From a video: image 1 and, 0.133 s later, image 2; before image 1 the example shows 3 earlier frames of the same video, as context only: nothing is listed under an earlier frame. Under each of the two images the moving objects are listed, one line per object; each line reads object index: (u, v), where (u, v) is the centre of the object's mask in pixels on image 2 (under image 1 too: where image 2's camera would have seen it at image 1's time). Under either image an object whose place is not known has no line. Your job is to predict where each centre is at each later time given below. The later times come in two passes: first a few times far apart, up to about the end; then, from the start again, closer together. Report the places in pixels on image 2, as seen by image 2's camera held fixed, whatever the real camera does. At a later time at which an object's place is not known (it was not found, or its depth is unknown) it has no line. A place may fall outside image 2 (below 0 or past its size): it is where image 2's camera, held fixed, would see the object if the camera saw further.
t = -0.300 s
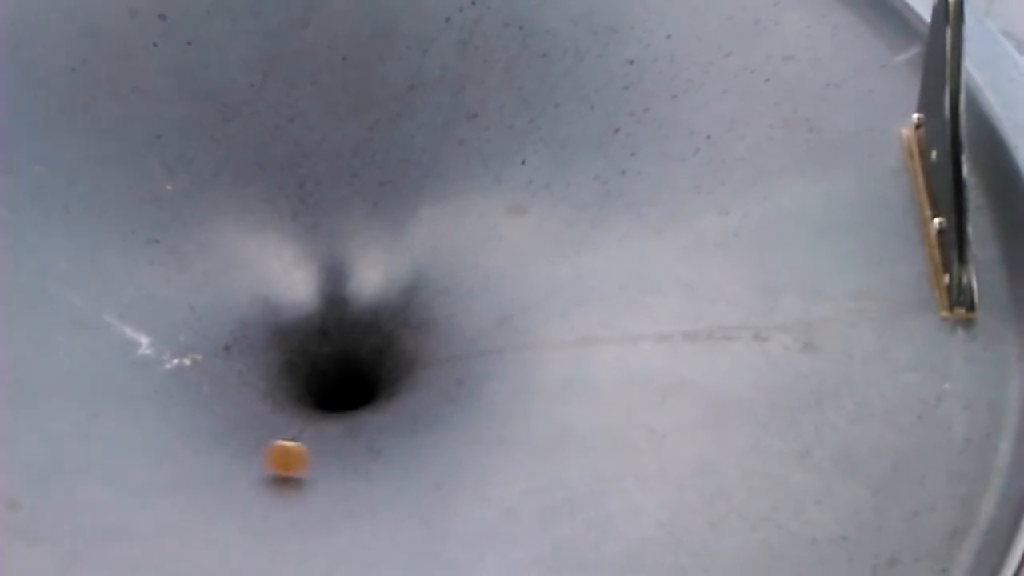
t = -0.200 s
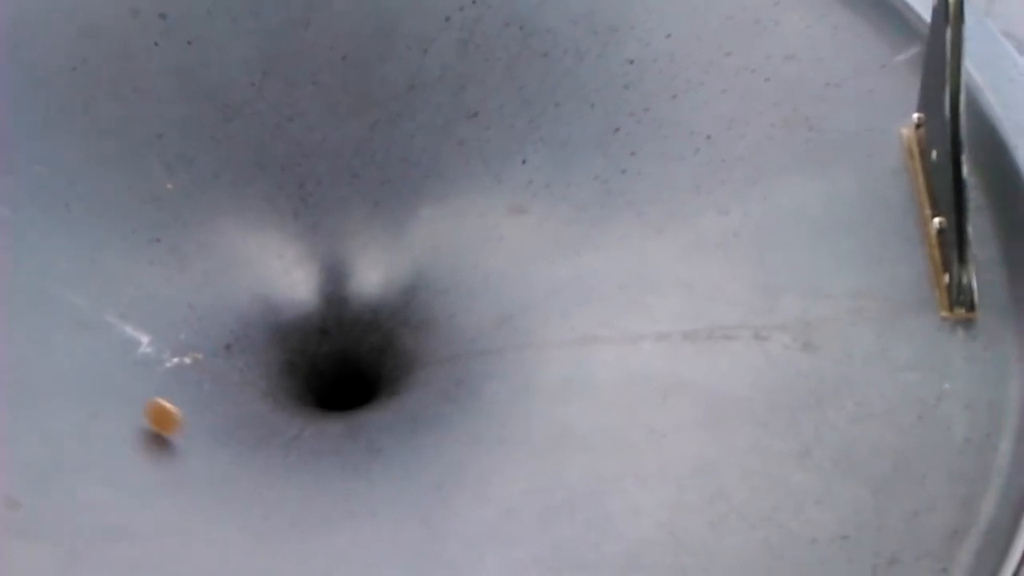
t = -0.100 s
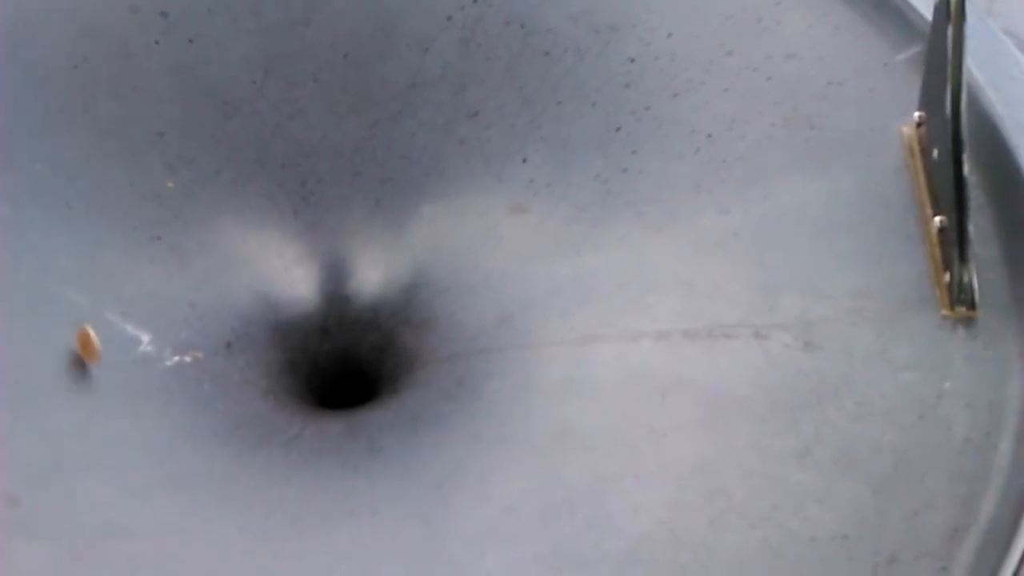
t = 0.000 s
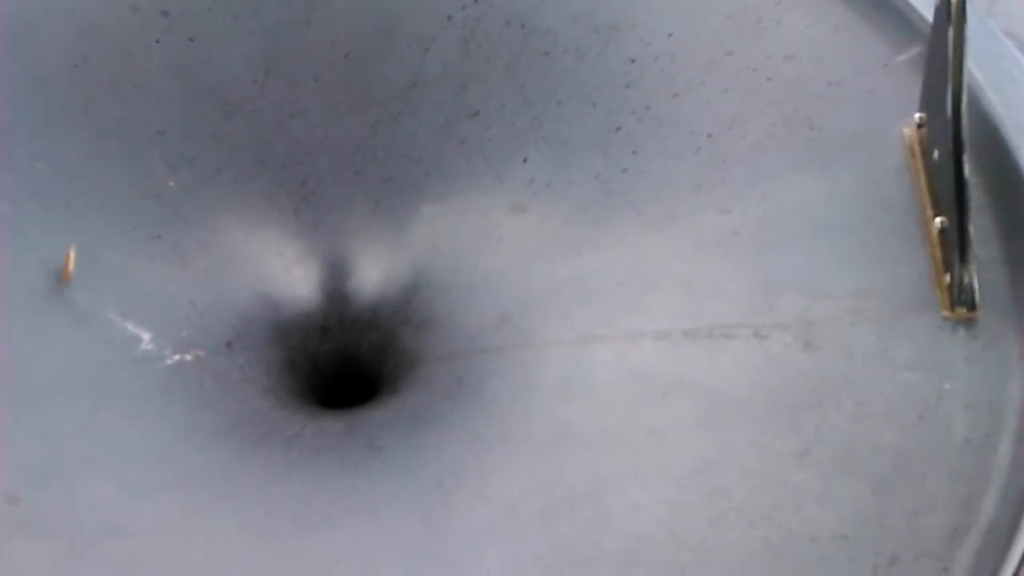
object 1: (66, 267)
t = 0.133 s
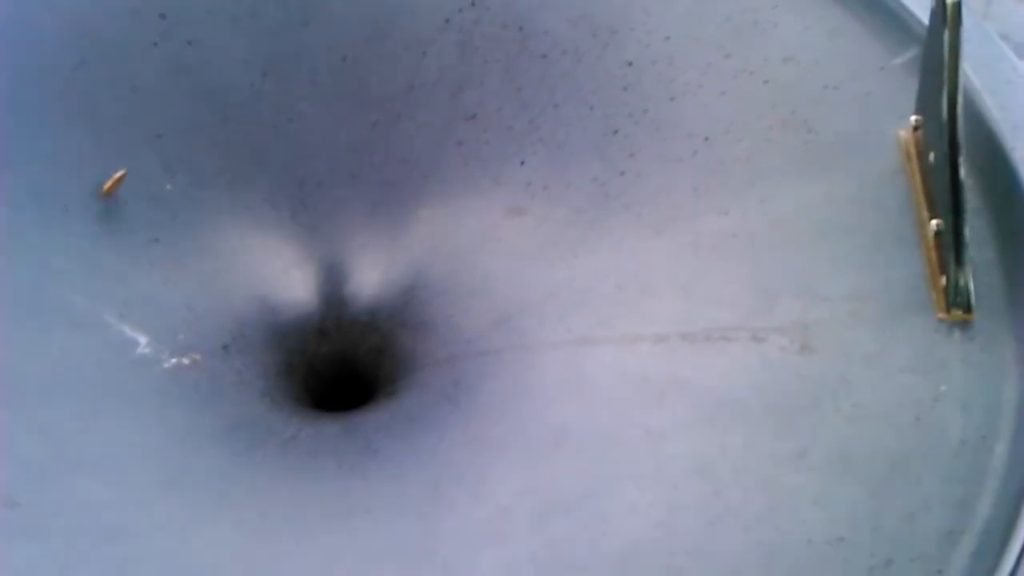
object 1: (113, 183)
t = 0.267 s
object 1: (218, 140)
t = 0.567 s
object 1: (502, 208)
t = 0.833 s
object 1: (542, 389)
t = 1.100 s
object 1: (291, 467)
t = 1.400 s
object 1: (164, 259)
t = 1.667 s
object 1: (338, 136)
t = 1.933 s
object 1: (501, 250)
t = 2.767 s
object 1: (326, 198)
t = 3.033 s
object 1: (504, 288)
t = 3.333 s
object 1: (298, 422)
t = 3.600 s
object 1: (219, 248)
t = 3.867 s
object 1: (422, 219)
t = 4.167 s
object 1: (375, 412)
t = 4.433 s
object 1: (195, 327)
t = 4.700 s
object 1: (385, 237)
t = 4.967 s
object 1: (430, 379)
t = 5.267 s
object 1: (229, 311)
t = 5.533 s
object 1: (405, 242)
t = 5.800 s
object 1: (342, 406)
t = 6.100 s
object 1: (262, 278)
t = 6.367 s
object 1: (437, 340)
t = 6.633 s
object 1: (256, 366)
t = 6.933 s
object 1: (417, 278)
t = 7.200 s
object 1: (272, 385)
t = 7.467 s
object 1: (358, 279)
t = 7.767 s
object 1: (286, 394)
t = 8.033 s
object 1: (390, 292)
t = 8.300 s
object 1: (291, 386)
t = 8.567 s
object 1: (394, 304)
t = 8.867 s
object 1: (270, 326)
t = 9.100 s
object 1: (382, 376)
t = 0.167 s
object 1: (135, 167)
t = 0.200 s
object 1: (161, 155)
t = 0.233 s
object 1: (188, 146)
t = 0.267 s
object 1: (218, 140)
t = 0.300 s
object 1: (250, 137)
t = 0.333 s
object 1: (283, 138)
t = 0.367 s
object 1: (317, 140)
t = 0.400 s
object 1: (351, 146)
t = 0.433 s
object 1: (385, 154)
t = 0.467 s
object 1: (418, 165)
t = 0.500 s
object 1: (449, 178)
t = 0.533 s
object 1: (476, 192)
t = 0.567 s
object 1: (502, 208)
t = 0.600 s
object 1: (524, 226)
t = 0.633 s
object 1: (542, 248)
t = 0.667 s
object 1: (554, 269)
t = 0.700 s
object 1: (562, 293)
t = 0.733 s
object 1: (565, 318)
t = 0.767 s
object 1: (562, 342)
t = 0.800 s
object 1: (555, 365)
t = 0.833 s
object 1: (542, 389)
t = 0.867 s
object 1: (523, 412)
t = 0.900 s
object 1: (499, 430)
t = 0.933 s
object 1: (470, 448)
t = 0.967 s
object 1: (437, 460)
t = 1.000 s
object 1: (401, 469)
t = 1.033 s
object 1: (365, 472)
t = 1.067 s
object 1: (327, 472)
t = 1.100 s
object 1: (291, 467)
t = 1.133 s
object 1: (258, 456)
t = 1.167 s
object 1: (227, 441)
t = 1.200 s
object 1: (202, 423)
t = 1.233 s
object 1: (182, 399)
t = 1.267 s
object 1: (167, 375)
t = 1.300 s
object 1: (156, 346)
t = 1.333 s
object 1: (155, 316)
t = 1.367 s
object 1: (157, 286)
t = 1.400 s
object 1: (164, 259)
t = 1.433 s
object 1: (177, 231)
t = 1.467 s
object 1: (193, 208)
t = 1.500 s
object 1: (212, 186)
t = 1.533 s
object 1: (233, 170)
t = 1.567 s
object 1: (259, 156)
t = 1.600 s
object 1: (285, 146)
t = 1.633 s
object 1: (310, 140)
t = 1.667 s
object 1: (338, 136)
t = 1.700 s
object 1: (364, 138)
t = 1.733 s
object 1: (390, 144)
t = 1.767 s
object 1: (416, 152)
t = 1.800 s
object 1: (438, 164)
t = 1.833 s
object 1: (460, 181)
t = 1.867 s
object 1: (478, 201)
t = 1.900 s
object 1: (494, 224)
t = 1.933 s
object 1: (501, 250)
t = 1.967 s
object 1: (505, 277)
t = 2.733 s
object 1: (292, 203)
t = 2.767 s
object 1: (326, 198)
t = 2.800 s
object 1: (360, 198)
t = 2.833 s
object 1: (391, 200)
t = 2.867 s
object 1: (420, 207)
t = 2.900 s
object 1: (446, 216)
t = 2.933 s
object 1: (467, 230)
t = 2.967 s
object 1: (486, 249)
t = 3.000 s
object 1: (498, 267)
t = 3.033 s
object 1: (504, 288)
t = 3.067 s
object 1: (504, 310)
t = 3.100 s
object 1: (497, 333)
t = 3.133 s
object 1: (483, 355)
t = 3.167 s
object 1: (463, 377)
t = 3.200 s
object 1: (436, 396)
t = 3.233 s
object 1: (404, 411)
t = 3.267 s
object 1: (370, 420)
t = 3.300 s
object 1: (332, 425)
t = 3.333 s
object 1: (298, 422)
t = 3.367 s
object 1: (264, 412)
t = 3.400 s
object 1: (236, 396)
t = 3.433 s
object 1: (215, 375)
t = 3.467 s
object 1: (200, 350)
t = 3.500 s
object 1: (194, 323)
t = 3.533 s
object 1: (196, 296)
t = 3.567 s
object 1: (204, 271)
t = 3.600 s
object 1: (219, 248)
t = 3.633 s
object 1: (240, 227)
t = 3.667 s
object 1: (262, 212)
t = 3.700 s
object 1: (288, 202)
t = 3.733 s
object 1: (315, 195)
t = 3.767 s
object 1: (343, 194)
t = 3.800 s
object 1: (370, 197)
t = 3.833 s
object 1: (398, 205)
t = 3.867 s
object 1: (422, 219)
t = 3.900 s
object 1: (443, 235)
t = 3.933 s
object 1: (458, 255)
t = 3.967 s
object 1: (467, 278)
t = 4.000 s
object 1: (470, 303)
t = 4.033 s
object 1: (465, 329)
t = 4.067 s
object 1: (452, 354)
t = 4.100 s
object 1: (432, 378)
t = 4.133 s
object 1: (406, 398)
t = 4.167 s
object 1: (375, 412)
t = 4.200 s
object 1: (341, 420)
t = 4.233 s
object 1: (306, 422)
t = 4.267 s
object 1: (274, 417)
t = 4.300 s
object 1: (245, 406)
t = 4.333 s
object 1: (220, 391)
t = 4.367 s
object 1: (204, 371)
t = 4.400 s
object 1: (196, 349)
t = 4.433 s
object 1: (195, 327)
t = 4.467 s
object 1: (201, 305)
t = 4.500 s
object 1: (213, 284)
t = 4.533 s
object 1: (234, 266)
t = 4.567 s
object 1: (257, 252)
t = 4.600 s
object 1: (289, 240)
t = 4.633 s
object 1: (320, 234)
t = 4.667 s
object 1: (352, 233)
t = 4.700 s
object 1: (385, 237)
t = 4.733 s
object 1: (413, 246)
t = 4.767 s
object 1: (436, 260)
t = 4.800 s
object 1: (453, 276)
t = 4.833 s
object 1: (463, 295)
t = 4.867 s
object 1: (467, 315)
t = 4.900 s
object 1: (462, 337)
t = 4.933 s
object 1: (450, 359)
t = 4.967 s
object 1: (430, 379)
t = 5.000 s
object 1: (403, 396)
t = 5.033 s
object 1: (372, 407)
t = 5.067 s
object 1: (338, 412)
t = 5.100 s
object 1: (306, 410)
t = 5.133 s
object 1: (276, 401)
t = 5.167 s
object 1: (252, 384)
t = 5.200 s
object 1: (235, 363)
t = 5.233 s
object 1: (227, 336)
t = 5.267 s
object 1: (229, 311)
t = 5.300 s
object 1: (239, 286)
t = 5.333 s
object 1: (254, 265)
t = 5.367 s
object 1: (278, 246)
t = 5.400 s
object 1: (303, 233)
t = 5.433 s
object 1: (329, 227)
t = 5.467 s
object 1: (356, 226)
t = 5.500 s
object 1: (382, 230)
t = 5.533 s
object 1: (405, 242)
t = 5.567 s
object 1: (424, 259)
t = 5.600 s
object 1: (436, 280)
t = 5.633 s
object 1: (441, 305)
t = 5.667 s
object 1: (437, 332)
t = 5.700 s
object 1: (423, 358)
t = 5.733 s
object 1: (402, 381)
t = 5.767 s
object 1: (374, 397)
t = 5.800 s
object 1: (342, 406)
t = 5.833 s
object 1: (307, 408)
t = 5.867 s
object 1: (275, 402)
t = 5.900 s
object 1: (249, 390)
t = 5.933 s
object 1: (231, 371)
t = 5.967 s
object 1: (221, 351)
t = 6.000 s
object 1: (220, 330)
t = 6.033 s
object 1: (229, 309)
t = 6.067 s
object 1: (243, 291)
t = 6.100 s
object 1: (262, 278)
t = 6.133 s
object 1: (292, 266)
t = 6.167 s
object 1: (325, 260)
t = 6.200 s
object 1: (357, 261)
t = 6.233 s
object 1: (388, 269)
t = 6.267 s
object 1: (411, 282)
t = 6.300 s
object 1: (427, 299)
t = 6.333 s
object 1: (436, 318)
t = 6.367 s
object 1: (437, 340)
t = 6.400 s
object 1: (427, 362)
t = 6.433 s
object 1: (409, 381)
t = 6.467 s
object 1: (384, 395)
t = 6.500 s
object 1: (354, 404)
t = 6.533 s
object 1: (323, 407)
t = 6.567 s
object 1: (294, 399)
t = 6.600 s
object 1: (271, 386)
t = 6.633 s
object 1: (256, 366)
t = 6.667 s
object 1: (252, 341)
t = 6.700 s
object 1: (257, 316)
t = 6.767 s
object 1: (295, 273)
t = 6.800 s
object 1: (322, 259)
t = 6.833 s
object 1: (349, 253)
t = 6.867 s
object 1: (377, 255)
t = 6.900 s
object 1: (400, 263)
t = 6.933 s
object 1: (417, 278)
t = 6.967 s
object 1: (426, 298)
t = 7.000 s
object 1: (426, 323)
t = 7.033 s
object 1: (417, 349)
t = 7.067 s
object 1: (397, 374)
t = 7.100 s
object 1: (369, 391)
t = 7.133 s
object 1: (335, 400)
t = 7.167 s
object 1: (300, 397)
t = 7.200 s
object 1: (272, 385)
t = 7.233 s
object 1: (253, 365)
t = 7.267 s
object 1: (242, 343)
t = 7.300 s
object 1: (242, 321)
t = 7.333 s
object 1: (253, 301)
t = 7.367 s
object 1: (270, 287)
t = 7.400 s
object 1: (296, 277)
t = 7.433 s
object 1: (325, 274)
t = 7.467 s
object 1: (358, 279)
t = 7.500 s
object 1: (385, 294)
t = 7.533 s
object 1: (403, 313)
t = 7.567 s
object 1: (411, 334)
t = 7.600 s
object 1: (408, 357)
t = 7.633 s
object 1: (392, 377)
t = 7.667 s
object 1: (369, 394)
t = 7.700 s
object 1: (341, 402)
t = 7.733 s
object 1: (312, 402)
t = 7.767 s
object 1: (286, 394)
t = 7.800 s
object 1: (269, 378)
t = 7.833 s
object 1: (262, 359)
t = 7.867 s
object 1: (265, 338)
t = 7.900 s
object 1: (279, 317)
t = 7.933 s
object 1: (300, 300)
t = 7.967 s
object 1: (331, 290)
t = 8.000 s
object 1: (366, 288)
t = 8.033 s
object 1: (390, 292)
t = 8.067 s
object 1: (408, 305)
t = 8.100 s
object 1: (418, 323)
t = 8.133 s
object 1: (416, 344)
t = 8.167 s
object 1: (403, 366)
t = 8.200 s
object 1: (379, 384)
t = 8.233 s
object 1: (349, 395)
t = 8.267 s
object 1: (317, 397)
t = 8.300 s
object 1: (291, 386)
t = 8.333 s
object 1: (275, 364)
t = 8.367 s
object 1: (273, 339)
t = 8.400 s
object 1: (282, 314)
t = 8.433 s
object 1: (300, 295)
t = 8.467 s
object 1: (324, 282)
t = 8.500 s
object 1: (351, 280)
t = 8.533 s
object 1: (375, 287)
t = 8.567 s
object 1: (394, 304)
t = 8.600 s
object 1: (401, 327)
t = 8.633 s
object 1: (397, 355)
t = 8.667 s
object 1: (379, 379)
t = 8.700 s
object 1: (349, 394)
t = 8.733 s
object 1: (317, 395)
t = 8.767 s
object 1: (289, 386)
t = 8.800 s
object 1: (270, 369)
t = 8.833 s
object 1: (263, 348)
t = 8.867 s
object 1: (270, 326)
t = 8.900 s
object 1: (287, 311)
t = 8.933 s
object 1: (314, 303)
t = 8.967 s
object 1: (343, 304)
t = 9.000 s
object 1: (371, 314)
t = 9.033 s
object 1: (389, 333)
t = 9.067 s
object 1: (393, 356)
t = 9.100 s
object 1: (382, 376)
